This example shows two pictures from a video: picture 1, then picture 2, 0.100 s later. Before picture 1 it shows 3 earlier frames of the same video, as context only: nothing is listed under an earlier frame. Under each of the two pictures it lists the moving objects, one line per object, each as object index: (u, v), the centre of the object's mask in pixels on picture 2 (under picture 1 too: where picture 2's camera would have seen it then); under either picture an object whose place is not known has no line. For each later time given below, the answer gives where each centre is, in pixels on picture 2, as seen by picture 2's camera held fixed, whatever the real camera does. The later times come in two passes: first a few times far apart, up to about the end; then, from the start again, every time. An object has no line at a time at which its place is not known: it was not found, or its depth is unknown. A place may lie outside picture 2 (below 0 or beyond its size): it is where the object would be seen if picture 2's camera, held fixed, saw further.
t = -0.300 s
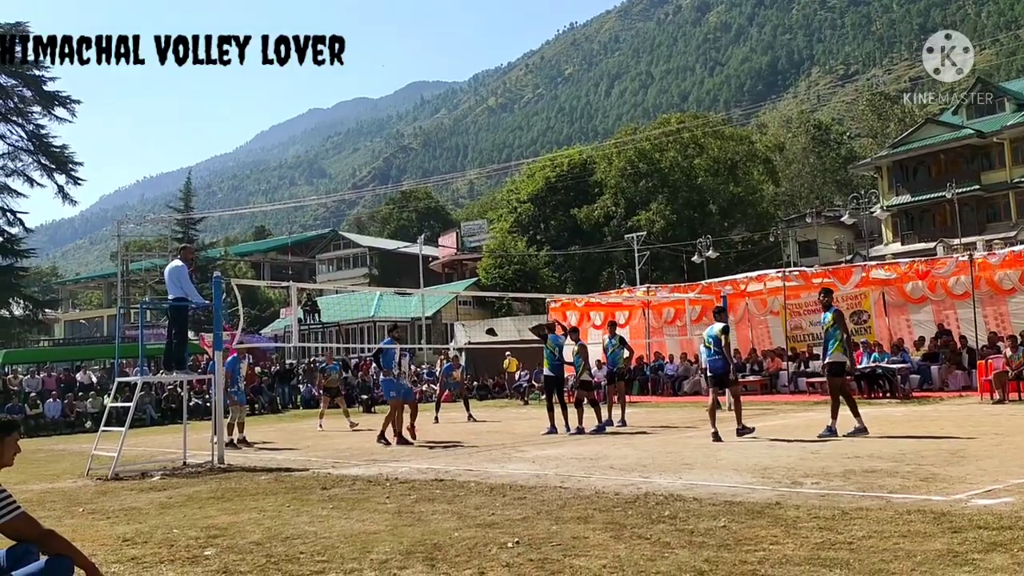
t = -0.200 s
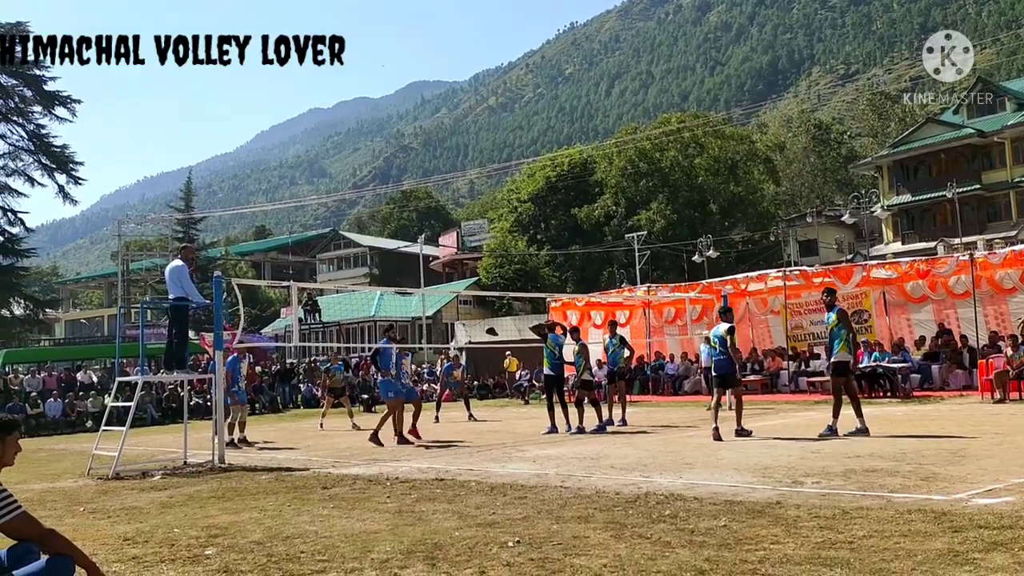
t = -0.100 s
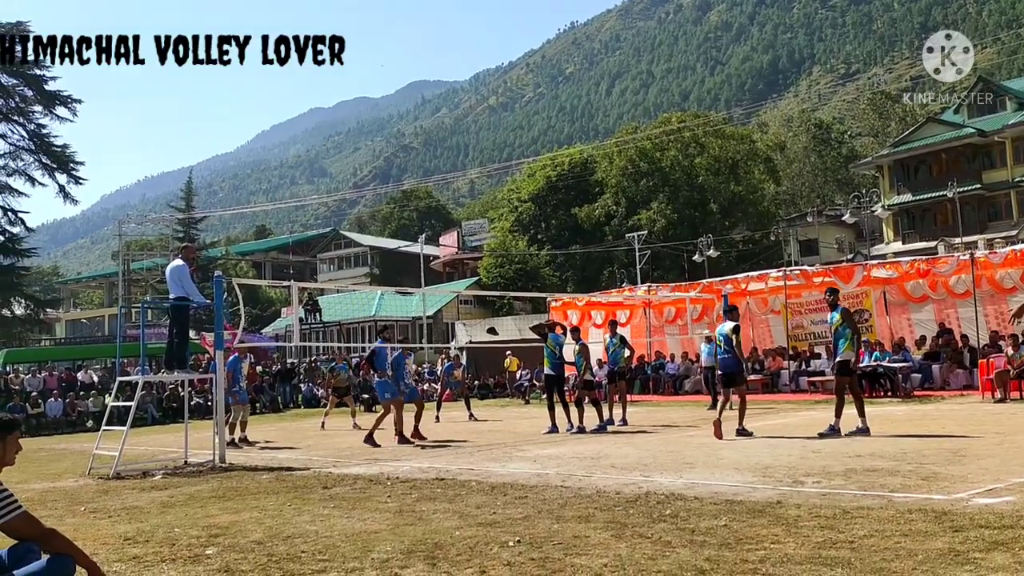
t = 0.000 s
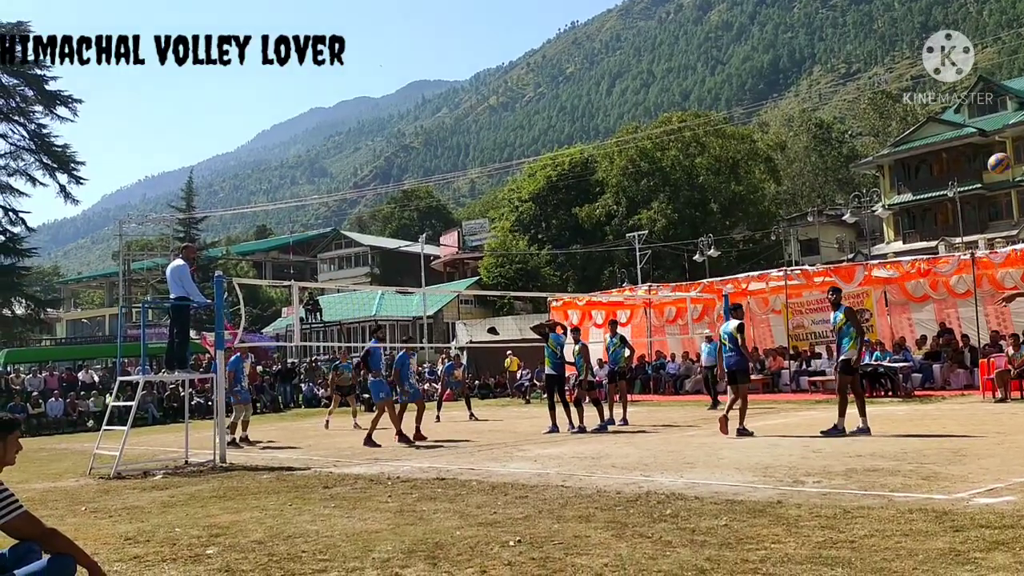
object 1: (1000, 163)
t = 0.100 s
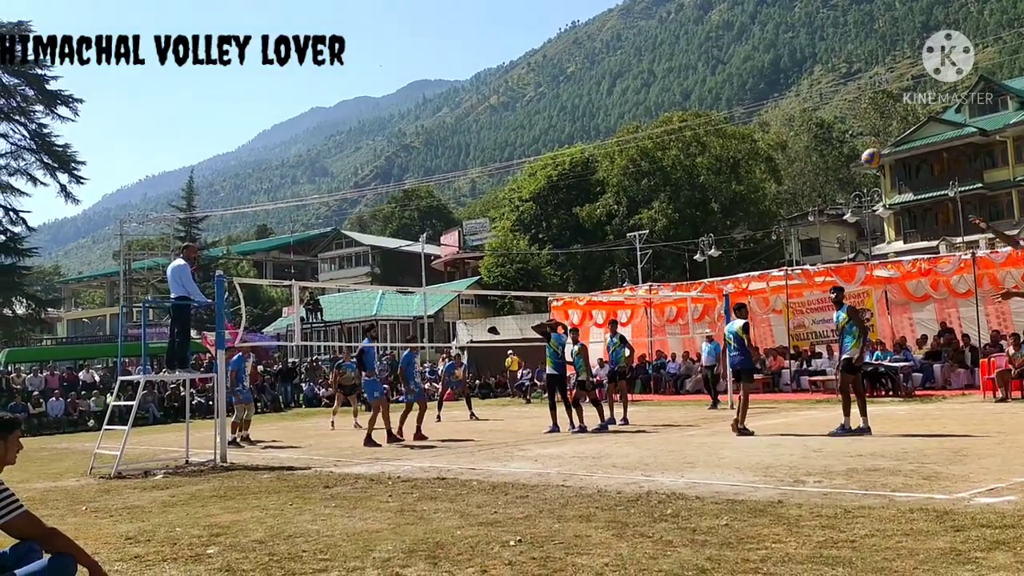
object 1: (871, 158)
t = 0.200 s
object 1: (771, 160)
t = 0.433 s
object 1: (609, 185)
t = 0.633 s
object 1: (516, 224)
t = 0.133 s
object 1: (835, 158)
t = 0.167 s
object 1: (801, 158)
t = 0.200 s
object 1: (771, 160)
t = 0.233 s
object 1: (743, 162)
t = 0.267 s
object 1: (716, 165)
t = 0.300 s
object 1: (692, 168)
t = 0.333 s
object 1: (669, 172)
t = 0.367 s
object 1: (648, 176)
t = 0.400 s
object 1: (628, 181)
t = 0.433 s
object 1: (609, 185)
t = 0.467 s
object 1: (592, 191)
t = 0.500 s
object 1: (575, 197)
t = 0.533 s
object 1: (559, 202)
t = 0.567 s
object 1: (544, 209)
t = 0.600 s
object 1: (529, 216)
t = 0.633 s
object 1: (516, 224)
